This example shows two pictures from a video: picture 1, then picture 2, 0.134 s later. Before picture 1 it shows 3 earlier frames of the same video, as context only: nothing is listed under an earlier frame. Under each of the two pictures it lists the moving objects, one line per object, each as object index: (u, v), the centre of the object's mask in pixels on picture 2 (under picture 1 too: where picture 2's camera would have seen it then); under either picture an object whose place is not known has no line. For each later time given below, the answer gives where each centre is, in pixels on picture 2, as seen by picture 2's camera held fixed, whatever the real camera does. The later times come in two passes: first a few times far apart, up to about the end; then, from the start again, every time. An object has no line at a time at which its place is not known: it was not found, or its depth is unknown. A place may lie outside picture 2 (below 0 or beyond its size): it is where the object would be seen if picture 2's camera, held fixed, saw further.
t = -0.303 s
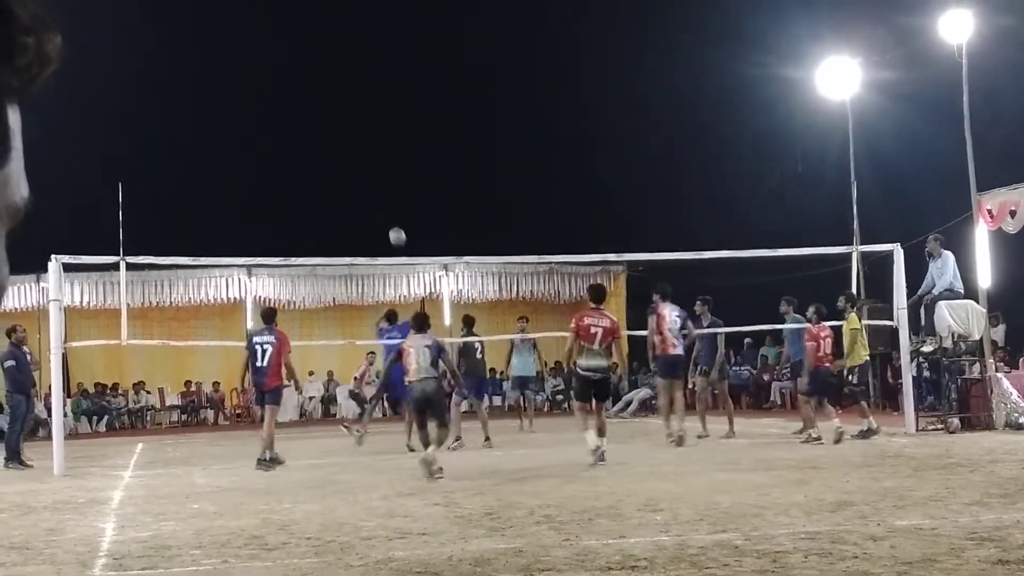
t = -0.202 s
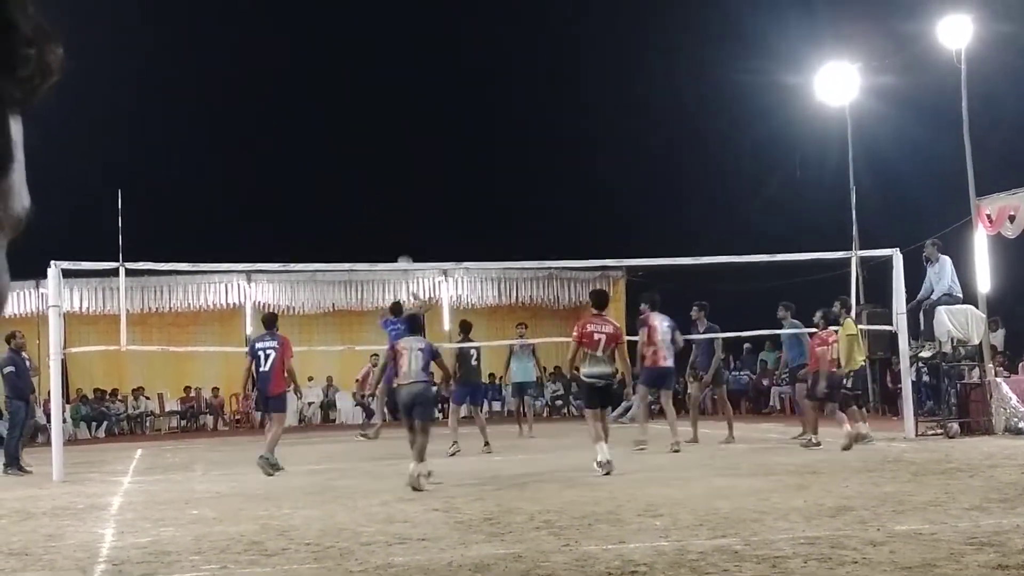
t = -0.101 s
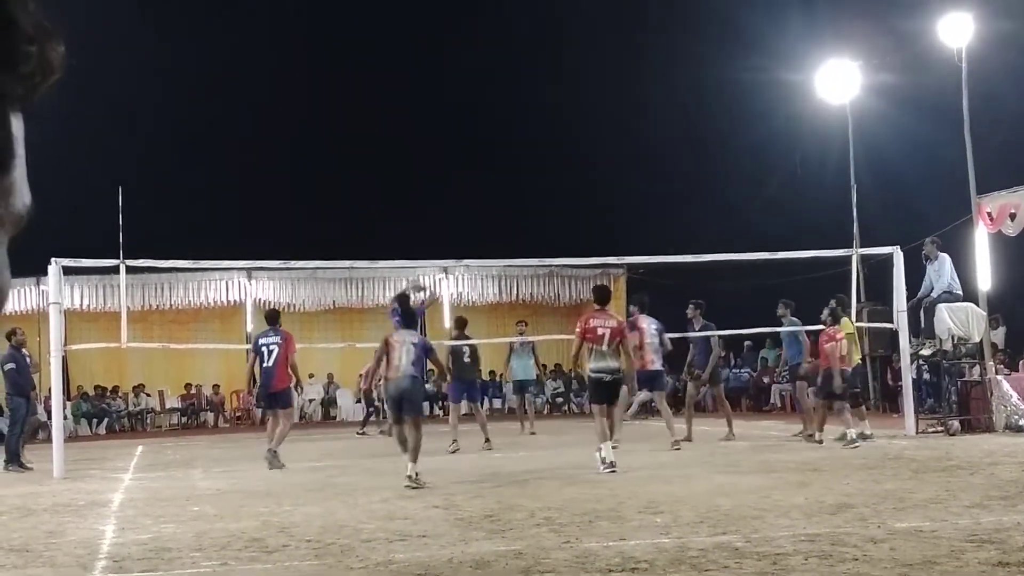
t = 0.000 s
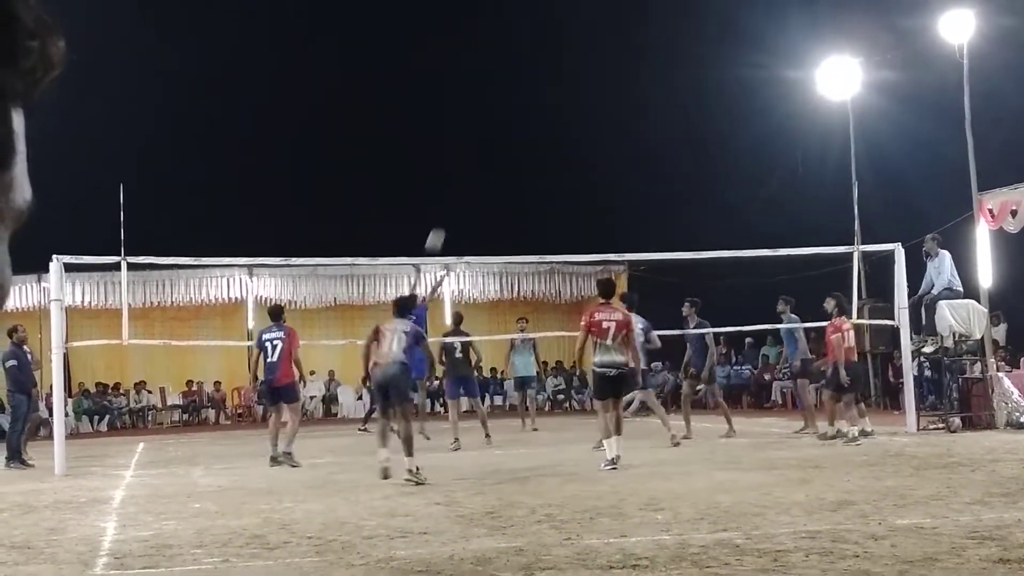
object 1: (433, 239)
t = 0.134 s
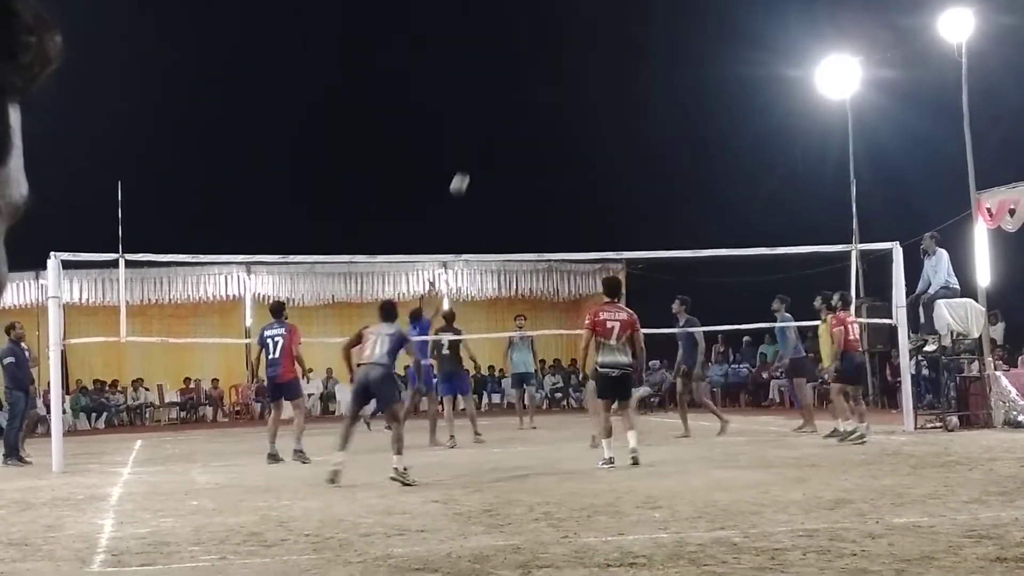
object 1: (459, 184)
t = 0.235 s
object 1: (479, 152)
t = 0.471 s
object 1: (525, 107)
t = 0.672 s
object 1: (565, 99)
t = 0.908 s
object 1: (611, 126)
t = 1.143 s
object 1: (657, 190)
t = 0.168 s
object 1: (466, 172)
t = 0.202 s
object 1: (472, 162)
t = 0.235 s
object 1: (479, 152)
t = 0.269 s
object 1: (486, 143)
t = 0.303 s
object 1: (492, 135)
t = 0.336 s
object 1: (499, 128)
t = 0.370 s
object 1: (505, 121)
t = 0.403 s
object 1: (512, 116)
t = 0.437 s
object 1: (519, 111)
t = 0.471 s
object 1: (525, 107)
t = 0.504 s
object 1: (532, 103)
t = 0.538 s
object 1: (539, 101)
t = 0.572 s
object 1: (545, 100)
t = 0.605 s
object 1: (552, 99)
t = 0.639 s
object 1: (558, 99)
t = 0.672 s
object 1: (565, 99)
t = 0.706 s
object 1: (571, 101)
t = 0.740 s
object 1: (578, 103)
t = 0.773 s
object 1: (584, 106)
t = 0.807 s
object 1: (591, 109)
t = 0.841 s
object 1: (597, 114)
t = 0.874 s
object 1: (604, 120)
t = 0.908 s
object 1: (611, 126)
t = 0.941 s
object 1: (617, 133)
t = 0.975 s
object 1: (623, 141)
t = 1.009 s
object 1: (630, 149)
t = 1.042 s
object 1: (637, 158)
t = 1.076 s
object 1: (643, 168)
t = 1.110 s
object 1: (650, 179)
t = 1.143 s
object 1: (657, 190)
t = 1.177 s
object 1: (663, 201)
